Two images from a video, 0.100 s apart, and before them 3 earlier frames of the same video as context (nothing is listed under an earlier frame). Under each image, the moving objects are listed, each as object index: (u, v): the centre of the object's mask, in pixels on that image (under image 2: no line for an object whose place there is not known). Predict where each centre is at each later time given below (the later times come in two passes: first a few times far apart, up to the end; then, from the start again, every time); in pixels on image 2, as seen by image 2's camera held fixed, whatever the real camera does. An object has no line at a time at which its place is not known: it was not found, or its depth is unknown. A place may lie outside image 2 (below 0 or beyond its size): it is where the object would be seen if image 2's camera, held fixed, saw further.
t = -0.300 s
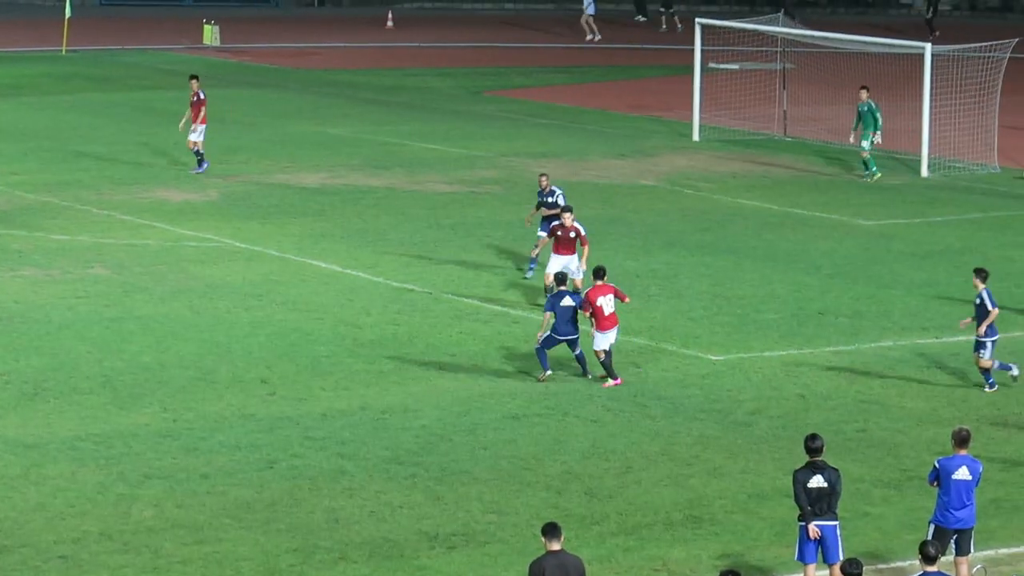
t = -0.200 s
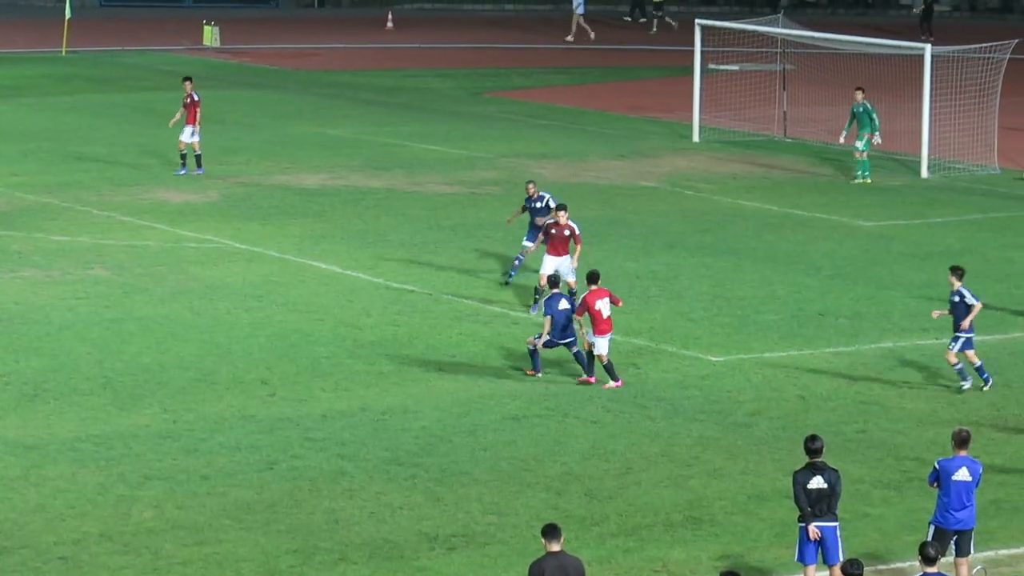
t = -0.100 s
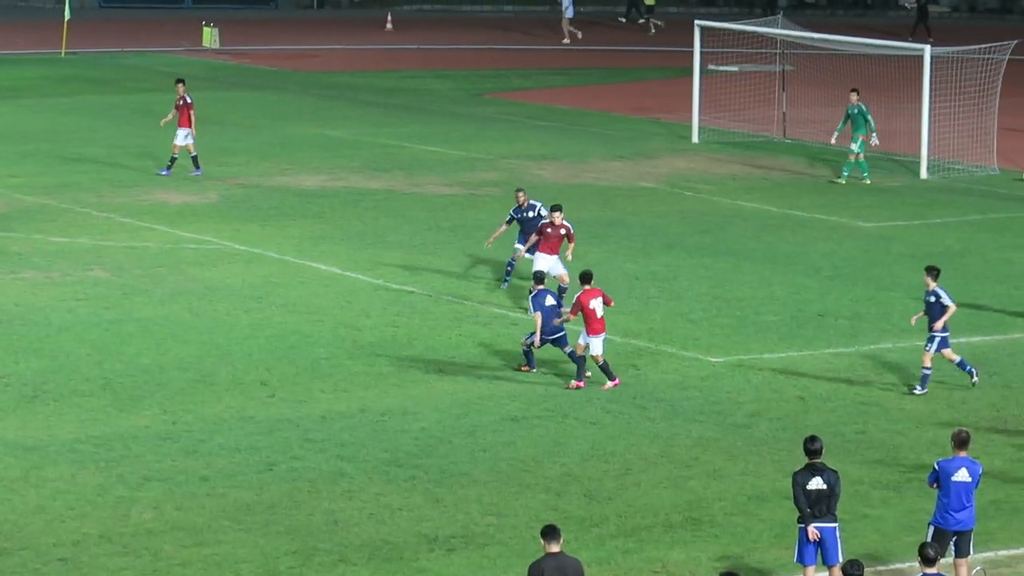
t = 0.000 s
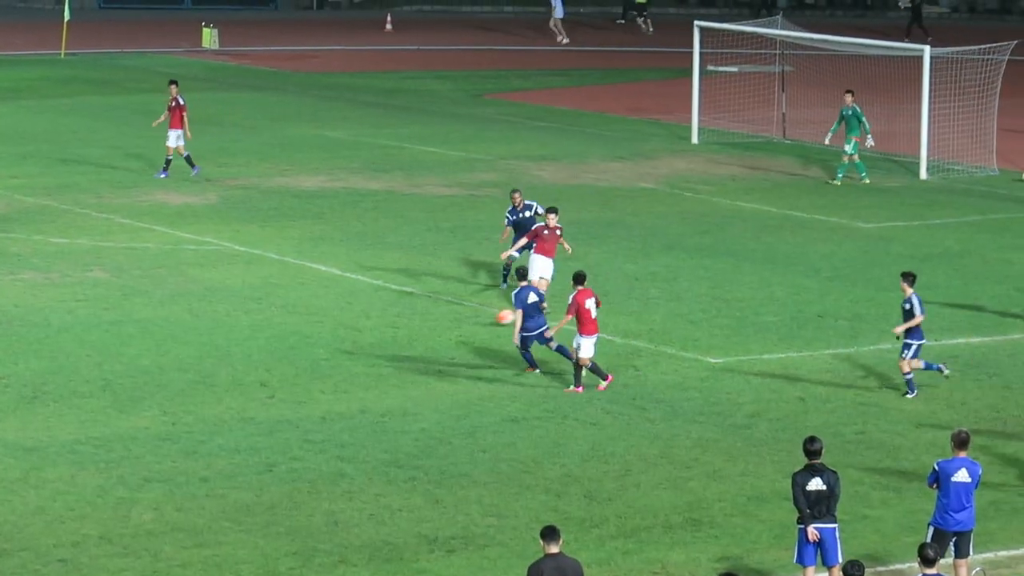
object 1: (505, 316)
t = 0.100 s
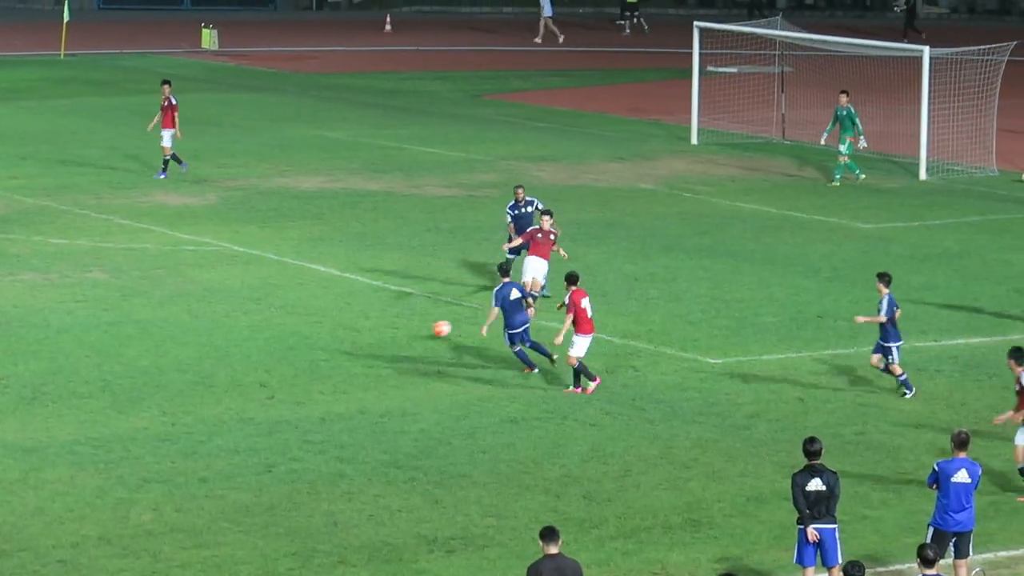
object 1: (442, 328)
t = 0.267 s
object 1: (332, 352)
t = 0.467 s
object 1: (200, 378)
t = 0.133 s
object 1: (420, 334)
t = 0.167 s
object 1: (398, 341)
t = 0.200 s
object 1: (375, 347)
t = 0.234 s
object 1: (353, 350)
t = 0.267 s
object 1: (332, 352)
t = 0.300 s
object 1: (310, 355)
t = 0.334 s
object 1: (288, 360)
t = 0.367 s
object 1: (265, 365)
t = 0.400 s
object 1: (243, 372)
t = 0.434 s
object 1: (221, 376)
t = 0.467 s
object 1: (200, 378)
